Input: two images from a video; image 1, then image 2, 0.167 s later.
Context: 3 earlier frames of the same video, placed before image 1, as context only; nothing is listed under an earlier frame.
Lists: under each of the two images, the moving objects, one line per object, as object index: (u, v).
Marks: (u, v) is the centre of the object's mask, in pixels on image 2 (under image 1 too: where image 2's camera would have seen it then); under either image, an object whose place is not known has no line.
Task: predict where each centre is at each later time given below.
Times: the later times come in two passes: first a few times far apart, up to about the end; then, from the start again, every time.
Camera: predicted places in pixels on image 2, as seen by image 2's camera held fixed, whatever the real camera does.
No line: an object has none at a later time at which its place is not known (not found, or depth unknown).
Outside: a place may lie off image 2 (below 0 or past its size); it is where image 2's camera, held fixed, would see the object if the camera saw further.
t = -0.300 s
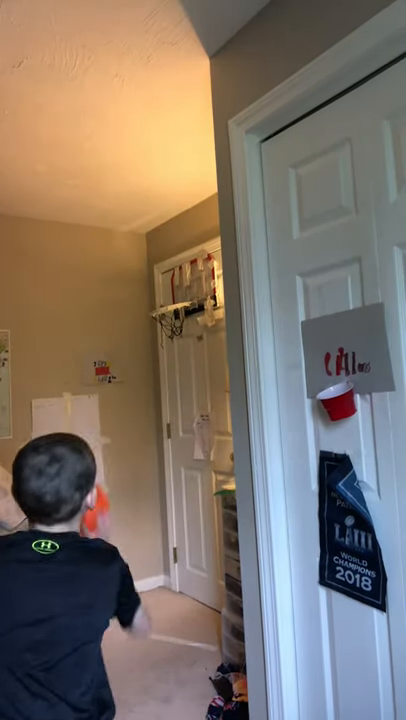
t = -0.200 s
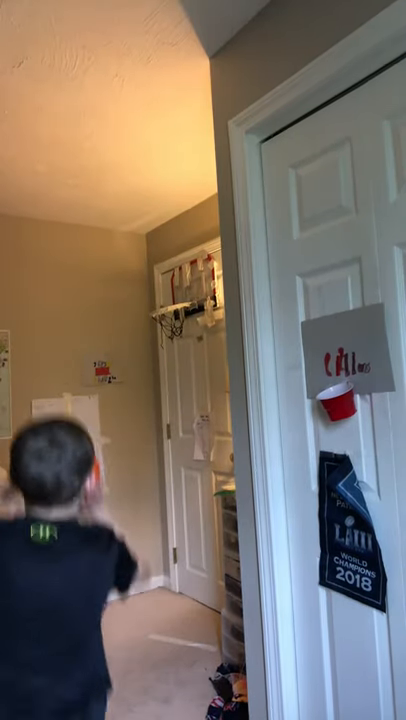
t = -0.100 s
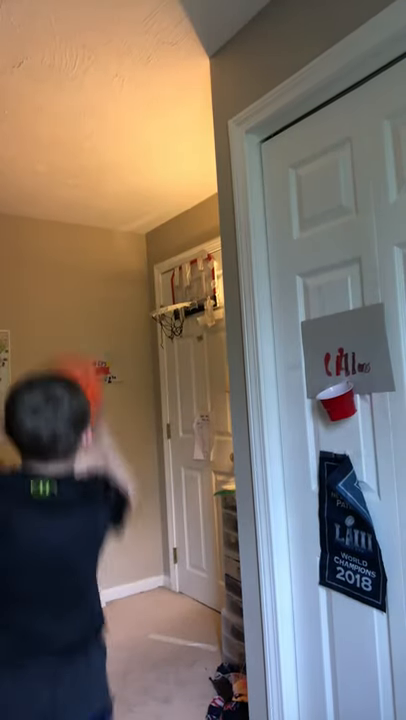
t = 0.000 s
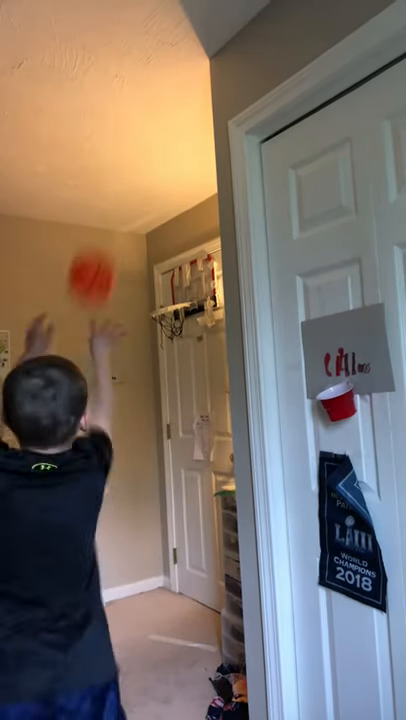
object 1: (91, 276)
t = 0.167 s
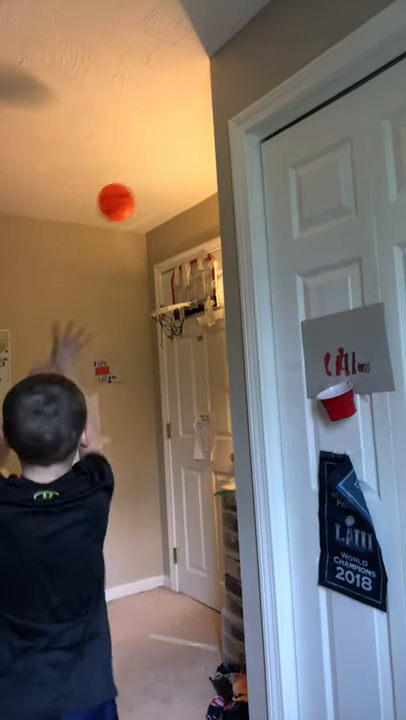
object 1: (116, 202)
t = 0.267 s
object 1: (127, 202)
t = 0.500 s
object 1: (148, 269)
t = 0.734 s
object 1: (159, 287)
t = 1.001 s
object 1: (166, 296)
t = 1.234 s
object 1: (159, 368)
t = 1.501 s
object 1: (158, 534)
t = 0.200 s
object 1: (120, 199)
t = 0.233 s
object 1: (124, 199)
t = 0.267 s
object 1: (127, 202)
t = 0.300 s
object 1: (130, 206)
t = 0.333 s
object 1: (134, 213)
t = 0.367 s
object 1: (137, 222)
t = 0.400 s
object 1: (140, 232)
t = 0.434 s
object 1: (143, 243)
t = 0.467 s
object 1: (146, 256)
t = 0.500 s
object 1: (148, 269)
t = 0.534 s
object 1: (151, 284)
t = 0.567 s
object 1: (153, 299)
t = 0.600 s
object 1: (155, 304)
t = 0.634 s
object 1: (155, 304)
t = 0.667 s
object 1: (157, 298)
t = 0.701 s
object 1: (158, 292)
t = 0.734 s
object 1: (159, 287)
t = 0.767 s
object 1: (161, 285)
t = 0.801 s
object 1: (163, 284)
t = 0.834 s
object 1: (164, 284)
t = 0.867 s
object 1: (165, 287)
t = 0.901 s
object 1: (167, 291)
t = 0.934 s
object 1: (168, 294)
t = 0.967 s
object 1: (167, 295)
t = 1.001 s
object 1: (166, 296)
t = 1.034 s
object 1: (165, 300)
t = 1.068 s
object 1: (162, 305)
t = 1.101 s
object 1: (163, 321)
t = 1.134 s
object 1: (162, 329)
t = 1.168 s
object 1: (161, 339)
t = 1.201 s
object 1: (160, 352)
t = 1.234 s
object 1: (159, 368)
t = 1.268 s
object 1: (159, 382)
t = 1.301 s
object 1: (158, 401)
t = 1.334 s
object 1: (158, 421)
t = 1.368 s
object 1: (159, 440)
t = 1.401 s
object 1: (157, 462)
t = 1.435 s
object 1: (157, 484)
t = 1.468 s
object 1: (158, 510)
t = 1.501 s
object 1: (158, 534)
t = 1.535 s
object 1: (158, 561)
